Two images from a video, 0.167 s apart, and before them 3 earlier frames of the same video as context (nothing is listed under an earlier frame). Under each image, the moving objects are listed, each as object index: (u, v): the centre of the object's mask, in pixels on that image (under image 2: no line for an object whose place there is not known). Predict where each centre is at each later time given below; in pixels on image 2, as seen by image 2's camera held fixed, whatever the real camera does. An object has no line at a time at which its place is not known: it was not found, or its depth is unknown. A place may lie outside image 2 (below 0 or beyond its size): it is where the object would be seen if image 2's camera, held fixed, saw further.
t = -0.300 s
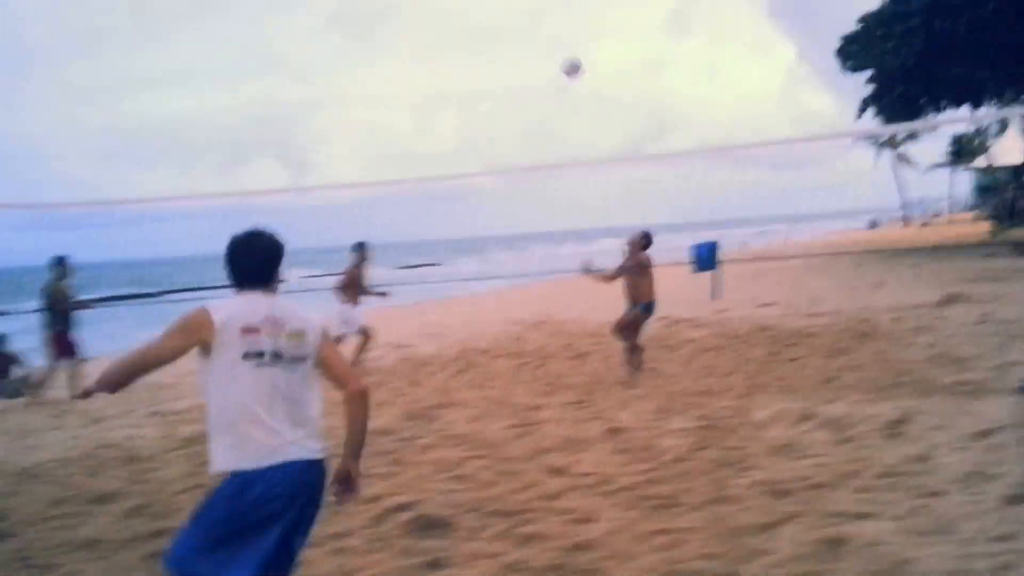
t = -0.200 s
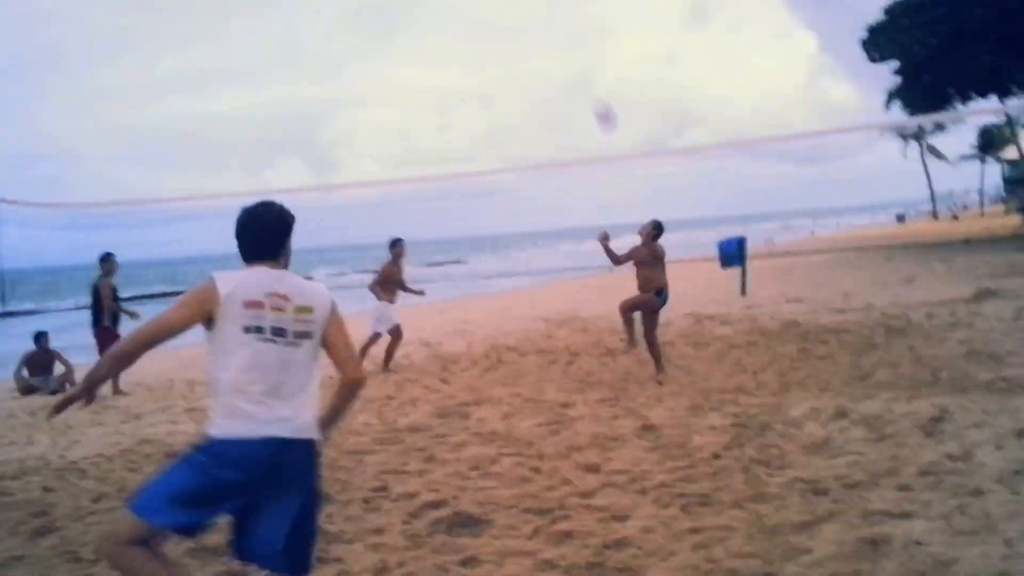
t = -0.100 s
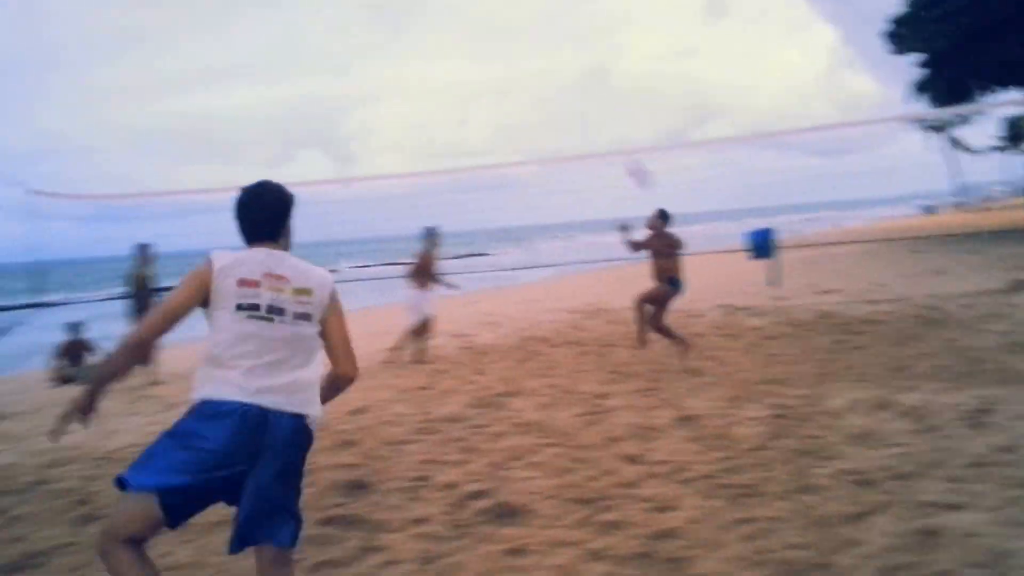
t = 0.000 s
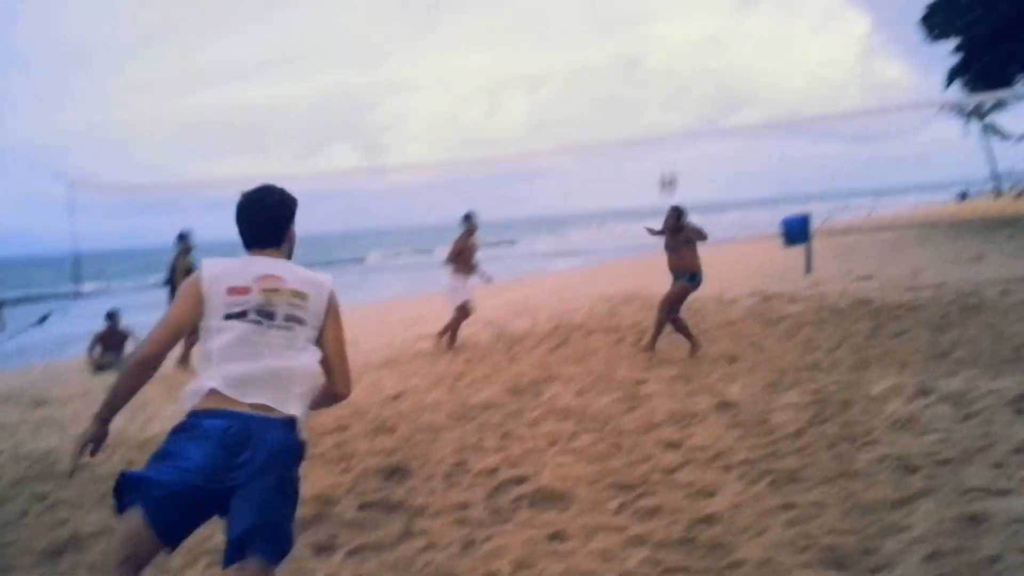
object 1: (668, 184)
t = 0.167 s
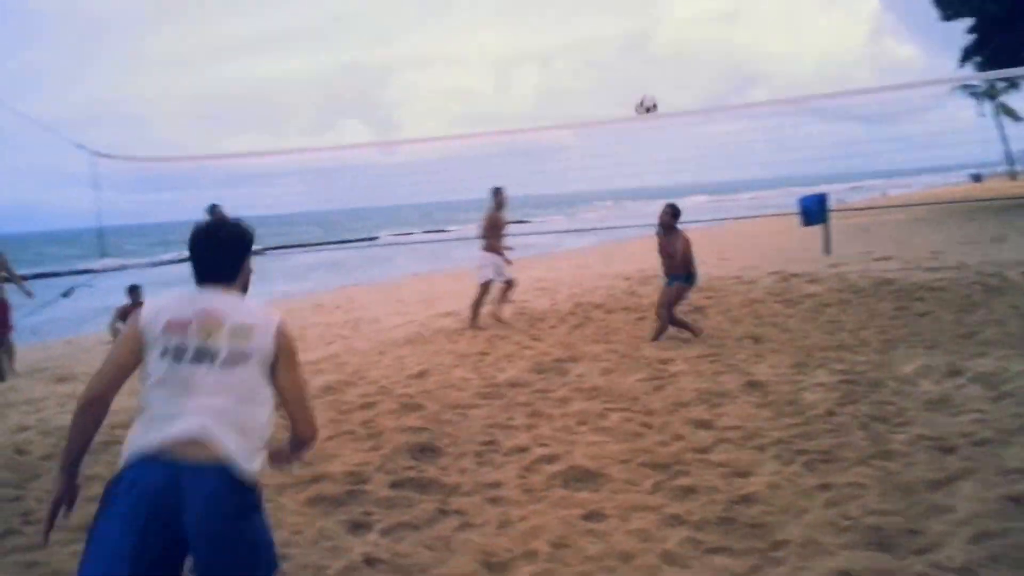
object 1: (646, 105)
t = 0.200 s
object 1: (640, 99)
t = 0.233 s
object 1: (631, 93)
